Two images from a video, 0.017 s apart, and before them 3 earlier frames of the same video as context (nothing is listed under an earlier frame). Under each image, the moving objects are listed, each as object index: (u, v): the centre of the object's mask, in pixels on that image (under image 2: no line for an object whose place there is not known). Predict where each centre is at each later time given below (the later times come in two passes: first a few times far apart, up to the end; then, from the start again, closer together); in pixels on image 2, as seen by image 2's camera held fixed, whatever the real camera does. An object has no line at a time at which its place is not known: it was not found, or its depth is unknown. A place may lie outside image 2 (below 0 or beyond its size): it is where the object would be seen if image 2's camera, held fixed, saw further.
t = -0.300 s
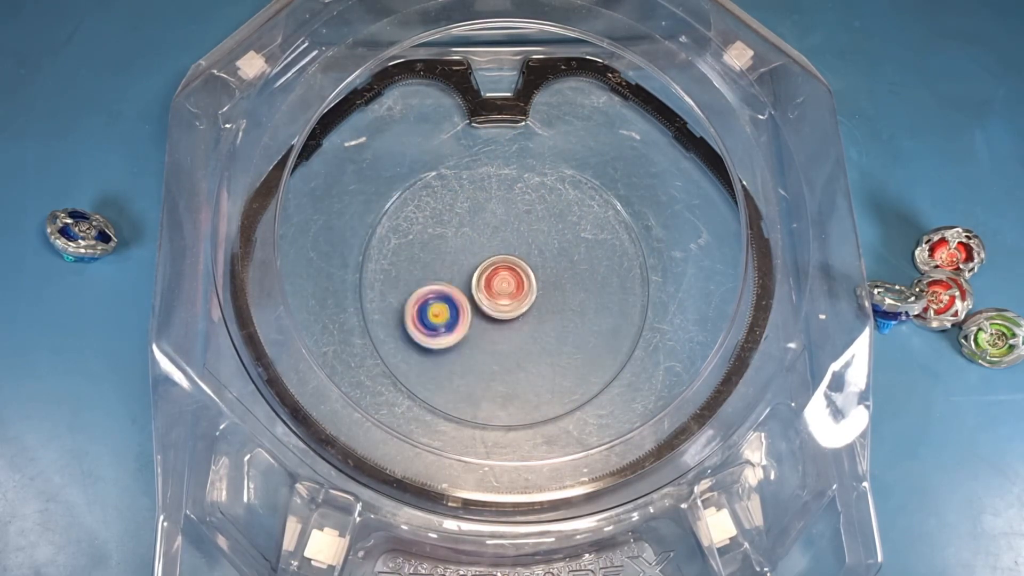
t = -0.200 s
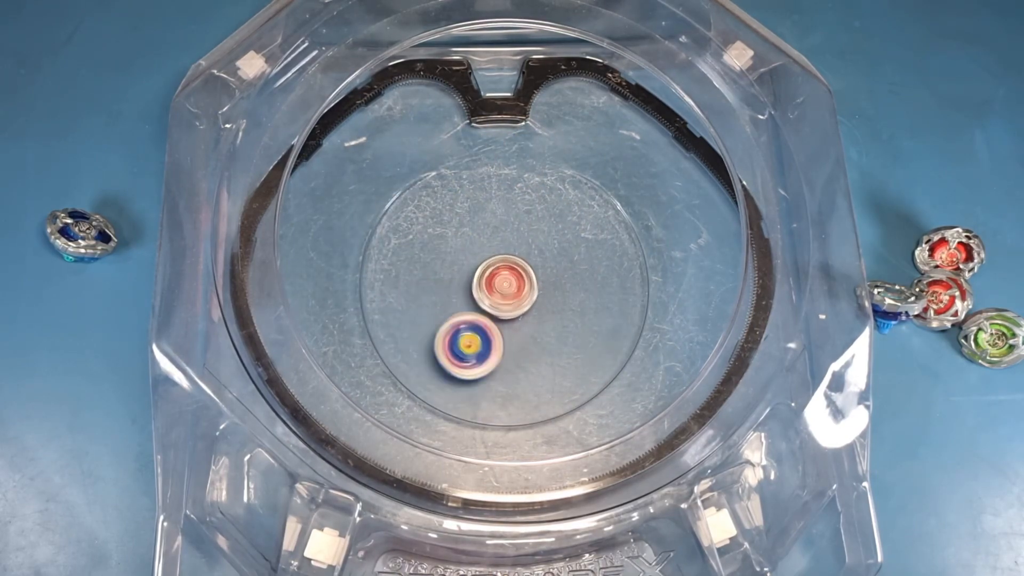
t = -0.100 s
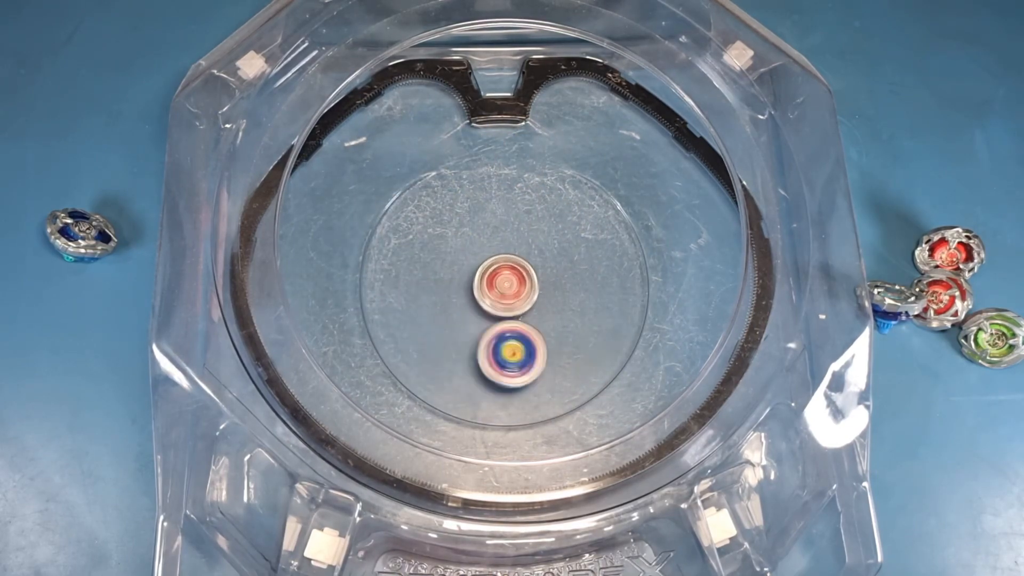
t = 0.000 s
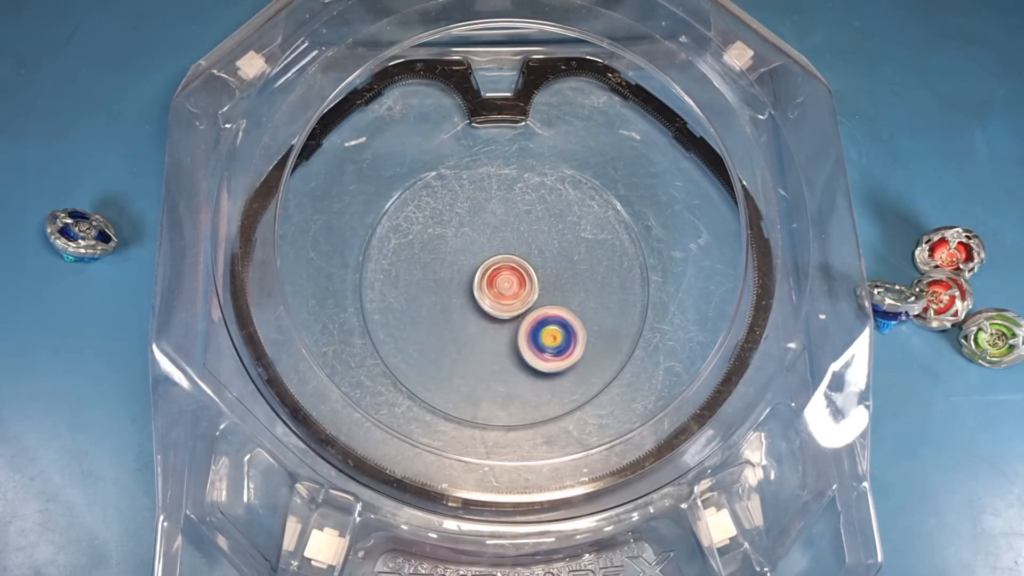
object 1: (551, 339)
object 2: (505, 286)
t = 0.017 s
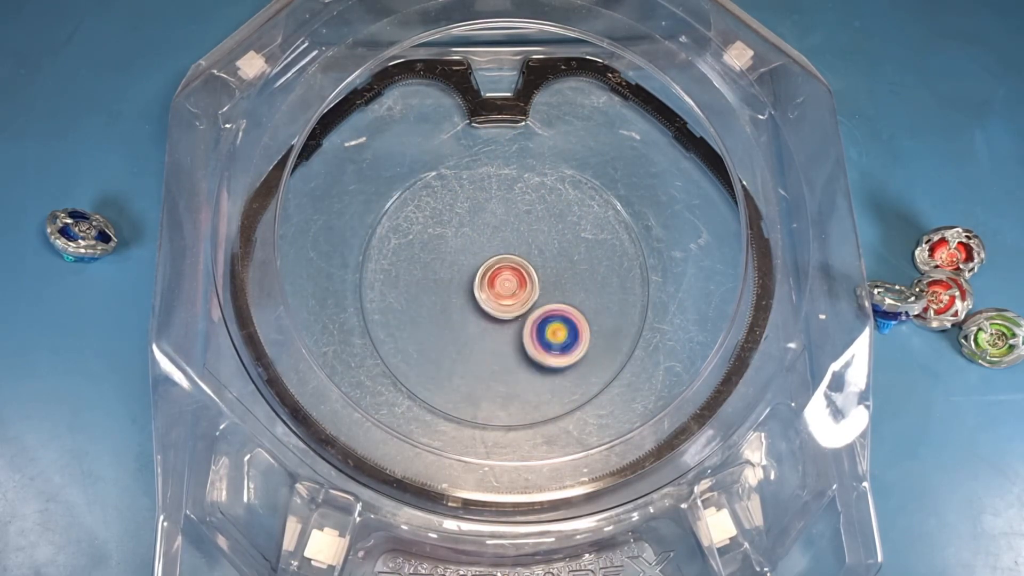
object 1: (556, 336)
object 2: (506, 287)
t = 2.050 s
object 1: (496, 352)
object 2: (506, 284)
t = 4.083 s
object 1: (519, 232)
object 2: (439, 292)
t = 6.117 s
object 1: (466, 286)
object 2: (547, 221)
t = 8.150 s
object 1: (483, 305)
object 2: (474, 237)
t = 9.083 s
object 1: (533, 263)
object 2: (451, 291)
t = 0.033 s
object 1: (561, 331)
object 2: (506, 286)
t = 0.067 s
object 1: (569, 320)
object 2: (505, 287)
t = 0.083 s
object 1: (573, 314)
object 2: (505, 286)
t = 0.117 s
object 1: (578, 302)
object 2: (505, 287)
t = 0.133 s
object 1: (580, 295)
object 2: (505, 286)
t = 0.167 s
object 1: (581, 283)
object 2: (505, 286)
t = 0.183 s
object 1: (580, 276)
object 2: (505, 286)
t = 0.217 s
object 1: (578, 265)
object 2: (505, 286)
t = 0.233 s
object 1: (575, 259)
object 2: (505, 285)
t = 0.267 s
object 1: (571, 248)
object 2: (505, 285)
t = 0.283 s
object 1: (567, 243)
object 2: (505, 285)
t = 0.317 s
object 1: (560, 234)
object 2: (506, 285)
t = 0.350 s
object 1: (550, 226)
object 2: (506, 285)
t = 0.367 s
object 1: (544, 222)
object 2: (507, 285)
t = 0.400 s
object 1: (534, 217)
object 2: (507, 286)
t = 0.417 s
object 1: (526, 214)
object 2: (507, 286)
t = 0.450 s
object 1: (514, 212)
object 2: (507, 286)
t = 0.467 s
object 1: (506, 211)
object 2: (507, 286)
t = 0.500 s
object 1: (493, 211)
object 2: (507, 287)
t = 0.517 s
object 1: (486, 213)
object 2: (507, 286)
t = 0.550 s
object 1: (473, 217)
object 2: (506, 287)
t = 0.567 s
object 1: (467, 221)
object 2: (506, 286)
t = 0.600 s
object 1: (456, 228)
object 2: (506, 286)
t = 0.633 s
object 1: (446, 238)
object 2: (505, 285)
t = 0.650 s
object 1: (442, 244)
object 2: (506, 285)
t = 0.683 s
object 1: (436, 257)
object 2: (505, 285)
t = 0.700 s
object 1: (434, 264)
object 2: (506, 285)
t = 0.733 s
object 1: (431, 278)
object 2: (506, 285)
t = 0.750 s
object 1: (432, 286)
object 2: (507, 284)
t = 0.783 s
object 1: (434, 299)
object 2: (508, 285)
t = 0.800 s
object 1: (437, 306)
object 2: (509, 284)
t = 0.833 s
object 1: (444, 319)
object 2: (509, 285)
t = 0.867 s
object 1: (452, 330)
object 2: (508, 285)
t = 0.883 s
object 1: (459, 335)
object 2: (510, 285)
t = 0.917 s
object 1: (470, 343)
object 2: (509, 285)
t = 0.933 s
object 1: (477, 346)
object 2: (509, 286)
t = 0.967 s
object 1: (490, 351)
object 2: (508, 286)
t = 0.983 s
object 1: (497, 351)
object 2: (509, 286)
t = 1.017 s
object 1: (511, 353)
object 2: (507, 286)
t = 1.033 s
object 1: (518, 351)
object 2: (507, 285)
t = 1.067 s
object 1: (531, 349)
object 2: (506, 285)
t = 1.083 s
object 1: (536, 346)
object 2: (505, 285)
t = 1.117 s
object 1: (549, 340)
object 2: (505, 285)
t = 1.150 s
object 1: (560, 332)
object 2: (504, 284)
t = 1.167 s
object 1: (564, 327)
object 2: (505, 283)
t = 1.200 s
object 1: (572, 316)
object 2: (506, 283)
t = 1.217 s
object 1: (574, 311)
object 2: (506, 282)
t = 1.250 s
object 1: (578, 297)
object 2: (507, 283)
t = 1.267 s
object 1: (580, 291)
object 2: (507, 283)
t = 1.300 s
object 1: (579, 278)
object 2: (508, 284)
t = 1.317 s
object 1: (579, 271)
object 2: (508, 284)
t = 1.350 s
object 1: (574, 259)
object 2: (509, 284)
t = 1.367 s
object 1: (571, 252)
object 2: (508, 285)
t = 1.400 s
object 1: (563, 241)
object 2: (508, 285)
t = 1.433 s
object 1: (553, 232)
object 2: (507, 286)
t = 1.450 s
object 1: (547, 227)
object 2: (506, 286)
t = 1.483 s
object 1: (535, 220)
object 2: (505, 286)
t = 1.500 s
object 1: (527, 218)
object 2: (504, 286)
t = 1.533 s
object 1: (514, 215)
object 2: (504, 285)
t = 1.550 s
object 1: (506, 215)
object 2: (503, 285)
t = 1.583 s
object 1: (491, 215)
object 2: (503, 284)
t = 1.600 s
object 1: (485, 217)
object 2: (504, 284)
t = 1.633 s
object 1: (471, 222)
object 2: (504, 284)
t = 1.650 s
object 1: (465, 225)
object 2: (505, 283)
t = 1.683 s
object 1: (453, 234)
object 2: (506, 284)
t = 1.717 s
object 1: (443, 245)
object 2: (506, 284)
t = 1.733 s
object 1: (440, 250)
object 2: (507, 284)
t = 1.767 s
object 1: (433, 264)
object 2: (506, 285)
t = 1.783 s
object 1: (431, 270)
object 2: (507, 285)
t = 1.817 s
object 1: (430, 284)
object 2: (507, 286)
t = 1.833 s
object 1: (430, 291)
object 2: (507, 285)
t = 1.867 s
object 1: (434, 305)
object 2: (507, 286)
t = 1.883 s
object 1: (437, 312)
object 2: (506, 285)
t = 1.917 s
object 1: (444, 324)
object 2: (507, 285)
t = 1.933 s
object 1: (449, 330)
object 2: (506, 285)
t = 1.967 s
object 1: (461, 340)
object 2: (506, 285)
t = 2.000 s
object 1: (474, 347)
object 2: (506, 285)
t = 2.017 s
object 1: (481, 348)
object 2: (506, 285)
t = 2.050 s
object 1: (496, 352)
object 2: (506, 284)
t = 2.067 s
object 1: (504, 351)
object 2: (506, 285)
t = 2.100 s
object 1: (518, 350)
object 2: (506, 284)
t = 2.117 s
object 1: (524, 349)
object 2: (507, 285)
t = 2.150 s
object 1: (538, 343)
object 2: (506, 285)
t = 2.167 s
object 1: (544, 341)
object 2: (507, 285)
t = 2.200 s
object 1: (555, 333)
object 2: (507, 286)
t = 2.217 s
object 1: (560, 327)
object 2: (507, 285)
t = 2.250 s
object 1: (567, 317)
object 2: (507, 286)
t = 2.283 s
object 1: (573, 305)
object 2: (507, 286)
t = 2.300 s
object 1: (575, 298)
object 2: (507, 286)
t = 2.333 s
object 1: (577, 286)
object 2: (506, 286)
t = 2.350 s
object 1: (576, 281)
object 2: (506, 285)
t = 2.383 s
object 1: (574, 267)
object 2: (506, 285)
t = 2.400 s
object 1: (573, 262)
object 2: (505, 286)
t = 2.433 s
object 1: (568, 250)
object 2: (505, 285)
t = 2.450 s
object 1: (565, 244)
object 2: (506, 285)
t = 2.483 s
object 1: (557, 234)
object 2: (505, 285)
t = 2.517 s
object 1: (547, 226)
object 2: (506, 284)
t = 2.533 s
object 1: (540, 221)
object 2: (507, 285)
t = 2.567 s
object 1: (528, 216)
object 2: (506, 285)
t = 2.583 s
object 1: (521, 215)
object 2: (507, 285)
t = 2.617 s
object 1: (507, 213)
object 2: (507, 286)
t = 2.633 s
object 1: (502, 213)
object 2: (507, 285)
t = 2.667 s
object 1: (488, 215)
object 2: (507, 286)
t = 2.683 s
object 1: (481, 216)
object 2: (506, 285)
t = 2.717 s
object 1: (469, 222)
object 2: (507, 285)
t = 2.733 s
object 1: (462, 226)
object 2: (506, 286)
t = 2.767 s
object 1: (452, 235)
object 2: (506, 285)
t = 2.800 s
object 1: (444, 246)
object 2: (506, 285)
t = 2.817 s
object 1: (441, 253)
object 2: (506, 286)
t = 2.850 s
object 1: (437, 266)
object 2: (506, 285)
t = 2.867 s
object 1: (436, 272)
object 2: (507, 286)
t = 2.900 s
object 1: (436, 285)
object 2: (506, 286)
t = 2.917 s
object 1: (436, 292)
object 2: (507, 285)
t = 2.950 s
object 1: (441, 305)
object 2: (507, 286)
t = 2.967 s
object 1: (443, 313)
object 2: (507, 285)
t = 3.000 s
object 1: (447, 325)
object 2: (508, 284)
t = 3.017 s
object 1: (451, 330)
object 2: (508, 284)
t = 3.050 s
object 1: (458, 341)
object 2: (509, 283)
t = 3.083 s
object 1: (468, 349)
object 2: (510, 284)
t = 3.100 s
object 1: (472, 352)
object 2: (509, 285)
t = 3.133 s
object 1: (485, 357)
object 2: (509, 284)
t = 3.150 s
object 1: (491, 359)
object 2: (510, 284)
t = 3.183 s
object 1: (502, 360)
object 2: (509, 284)
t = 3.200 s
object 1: (509, 358)
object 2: (509, 283)
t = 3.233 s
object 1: (521, 355)
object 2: (510, 283)
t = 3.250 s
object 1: (525, 353)
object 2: (509, 282)
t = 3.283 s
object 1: (536, 345)
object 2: (509, 282)
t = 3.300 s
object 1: (541, 342)
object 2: (509, 283)
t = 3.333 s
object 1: (551, 335)
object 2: (508, 282)
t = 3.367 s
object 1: (559, 327)
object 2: (507, 281)
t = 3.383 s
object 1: (562, 321)
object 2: (507, 281)
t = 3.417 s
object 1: (568, 311)
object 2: (506, 280)
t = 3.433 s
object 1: (569, 307)
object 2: (507, 279)
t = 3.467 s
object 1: (574, 297)
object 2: (504, 277)
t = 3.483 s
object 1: (577, 293)
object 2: (502, 275)
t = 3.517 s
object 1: (578, 283)
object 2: (501, 274)
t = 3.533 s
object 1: (576, 277)
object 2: (499, 274)
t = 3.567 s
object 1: (574, 267)
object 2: (498, 273)
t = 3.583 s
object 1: (572, 264)
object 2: (498, 273)
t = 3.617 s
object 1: (566, 255)
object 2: (496, 272)
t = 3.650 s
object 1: (558, 248)
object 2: (494, 271)
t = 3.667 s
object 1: (560, 242)
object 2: (489, 271)
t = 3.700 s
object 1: (563, 234)
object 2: (479, 273)
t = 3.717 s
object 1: (562, 231)
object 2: (475, 273)
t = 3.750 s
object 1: (560, 224)
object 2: (470, 275)
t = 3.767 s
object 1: (560, 221)
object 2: (469, 276)
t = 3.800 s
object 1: (556, 216)
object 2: (466, 277)
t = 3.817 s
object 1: (553, 215)
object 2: (466, 277)
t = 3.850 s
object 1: (548, 212)
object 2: (464, 279)
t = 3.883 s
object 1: (542, 211)
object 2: (463, 280)
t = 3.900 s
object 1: (540, 211)
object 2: (461, 280)
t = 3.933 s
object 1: (533, 213)
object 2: (461, 281)
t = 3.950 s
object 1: (529, 214)
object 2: (460, 282)
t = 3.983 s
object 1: (522, 218)
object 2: (459, 282)
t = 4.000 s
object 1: (518, 221)
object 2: (460, 282)
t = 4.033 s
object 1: (511, 229)
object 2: (459, 283)
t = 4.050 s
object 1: (508, 232)
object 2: (459, 282)
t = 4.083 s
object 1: (519, 232)
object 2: (439, 292)
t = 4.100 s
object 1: (530, 231)
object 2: (424, 300)
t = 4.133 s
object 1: (547, 228)
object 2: (399, 311)
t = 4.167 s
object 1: (561, 227)
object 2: (380, 319)
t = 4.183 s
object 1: (564, 226)
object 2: (374, 321)
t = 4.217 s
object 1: (572, 225)
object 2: (373, 324)
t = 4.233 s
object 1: (575, 225)
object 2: (375, 326)
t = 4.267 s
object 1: (579, 224)
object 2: (382, 329)
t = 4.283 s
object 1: (580, 225)
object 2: (386, 330)
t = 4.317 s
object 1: (582, 226)
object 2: (394, 333)
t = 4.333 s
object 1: (582, 227)
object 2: (397, 334)
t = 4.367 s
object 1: (581, 229)
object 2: (402, 335)
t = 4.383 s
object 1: (582, 231)
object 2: (404, 335)
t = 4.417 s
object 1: (581, 235)
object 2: (409, 338)
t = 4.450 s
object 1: (578, 240)
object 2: (413, 340)
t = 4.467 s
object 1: (576, 243)
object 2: (416, 341)
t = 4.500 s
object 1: (573, 251)
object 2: (421, 340)
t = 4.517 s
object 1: (571, 254)
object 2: (422, 338)
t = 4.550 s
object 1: (566, 262)
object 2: (425, 334)
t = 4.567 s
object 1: (564, 267)
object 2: (429, 333)
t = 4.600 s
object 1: (560, 277)
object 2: (435, 329)
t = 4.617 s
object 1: (557, 281)
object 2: (436, 327)
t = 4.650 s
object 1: (552, 291)
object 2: (442, 324)
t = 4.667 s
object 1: (550, 296)
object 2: (446, 322)
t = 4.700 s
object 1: (545, 306)
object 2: (453, 318)
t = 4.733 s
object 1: (539, 315)
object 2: (461, 315)
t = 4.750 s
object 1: (537, 321)
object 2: (464, 314)
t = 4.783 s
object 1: (536, 331)
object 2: (470, 309)
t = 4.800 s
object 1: (540, 340)
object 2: (470, 303)
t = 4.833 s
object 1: (546, 357)
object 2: (470, 294)
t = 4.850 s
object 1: (550, 363)
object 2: (471, 291)
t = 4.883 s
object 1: (555, 373)
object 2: (477, 286)
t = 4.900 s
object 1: (558, 377)
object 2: (480, 284)
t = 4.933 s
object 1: (563, 382)
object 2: (487, 284)
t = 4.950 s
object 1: (563, 384)
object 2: (492, 284)
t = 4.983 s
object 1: (567, 390)
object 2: (499, 284)
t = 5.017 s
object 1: (567, 392)
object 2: (506, 284)
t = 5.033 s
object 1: (566, 387)
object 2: (509, 286)
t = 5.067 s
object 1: (565, 380)
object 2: (515, 287)
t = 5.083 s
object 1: (566, 375)
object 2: (519, 287)
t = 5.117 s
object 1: (564, 366)
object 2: (524, 289)
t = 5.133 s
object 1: (562, 363)
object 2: (528, 291)
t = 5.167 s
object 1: (556, 358)
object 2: (534, 293)
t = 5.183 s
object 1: (552, 355)
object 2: (535, 294)
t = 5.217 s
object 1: (542, 372)
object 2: (540, 282)
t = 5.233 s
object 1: (536, 377)
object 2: (542, 274)
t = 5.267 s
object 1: (525, 389)
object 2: (545, 264)
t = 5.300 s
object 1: (515, 396)
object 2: (547, 259)
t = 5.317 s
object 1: (511, 398)
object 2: (549, 258)
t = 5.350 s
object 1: (502, 399)
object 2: (550, 258)
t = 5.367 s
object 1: (500, 397)
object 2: (549, 260)
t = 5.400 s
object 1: (493, 392)
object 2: (548, 263)
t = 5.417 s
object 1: (491, 391)
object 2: (547, 263)
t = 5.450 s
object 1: (491, 387)
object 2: (544, 266)
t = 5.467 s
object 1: (489, 385)
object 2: (544, 267)
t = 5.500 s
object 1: (489, 381)
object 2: (542, 269)
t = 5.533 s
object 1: (489, 377)
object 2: (538, 271)
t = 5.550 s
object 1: (486, 375)
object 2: (537, 273)
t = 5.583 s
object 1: (485, 370)
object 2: (533, 274)
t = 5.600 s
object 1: (484, 366)
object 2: (530, 275)
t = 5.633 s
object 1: (481, 359)
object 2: (526, 277)
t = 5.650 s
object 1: (480, 355)
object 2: (524, 277)
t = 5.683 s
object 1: (478, 348)
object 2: (519, 278)
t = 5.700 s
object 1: (479, 343)
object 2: (517, 279)
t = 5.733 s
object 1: (477, 334)
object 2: (513, 279)
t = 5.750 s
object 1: (469, 339)
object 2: (518, 274)
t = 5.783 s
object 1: (449, 343)
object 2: (531, 260)
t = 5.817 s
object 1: (435, 343)
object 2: (541, 250)
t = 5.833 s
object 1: (427, 341)
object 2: (542, 247)
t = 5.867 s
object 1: (420, 336)
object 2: (545, 243)
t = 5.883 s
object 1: (420, 332)
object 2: (545, 240)
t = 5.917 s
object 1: (422, 328)
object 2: (543, 237)
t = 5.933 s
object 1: (425, 325)
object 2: (544, 234)
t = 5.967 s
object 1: (430, 320)
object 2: (544, 231)
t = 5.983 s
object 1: (434, 316)
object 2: (545, 229)
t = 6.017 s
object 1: (441, 310)
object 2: (545, 226)
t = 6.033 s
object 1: (446, 305)
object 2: (546, 225)
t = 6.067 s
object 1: (453, 298)
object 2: (547, 223)
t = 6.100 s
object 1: (462, 291)
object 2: (547, 221)
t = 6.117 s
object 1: (466, 286)
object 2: (547, 221)
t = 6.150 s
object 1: (476, 280)
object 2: (548, 220)
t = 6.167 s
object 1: (480, 276)
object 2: (547, 220)
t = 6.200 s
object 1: (489, 271)
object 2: (549, 221)
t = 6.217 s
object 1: (494, 266)
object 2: (550, 221)
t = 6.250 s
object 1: (498, 265)
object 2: (553, 222)
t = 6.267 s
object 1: (497, 265)
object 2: (556, 221)
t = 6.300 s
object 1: (495, 267)
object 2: (558, 223)
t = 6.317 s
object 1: (495, 267)
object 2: (559, 224)
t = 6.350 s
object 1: (499, 269)
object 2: (558, 225)
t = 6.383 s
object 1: (505, 269)
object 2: (558, 227)
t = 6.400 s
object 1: (507, 270)
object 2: (559, 228)
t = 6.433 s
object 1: (508, 273)
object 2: (560, 229)
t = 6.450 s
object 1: (508, 275)
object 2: (560, 232)
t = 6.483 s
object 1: (509, 279)
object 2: (559, 235)
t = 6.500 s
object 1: (509, 282)
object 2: (556, 237)
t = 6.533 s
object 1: (509, 287)
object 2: (554, 240)
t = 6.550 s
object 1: (504, 293)
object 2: (555, 238)
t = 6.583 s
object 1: (494, 305)
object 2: (559, 239)
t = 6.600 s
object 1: (491, 309)
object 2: (559, 238)
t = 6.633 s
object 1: (482, 314)
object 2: (556, 242)
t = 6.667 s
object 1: (478, 320)
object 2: (553, 244)
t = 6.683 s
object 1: (476, 321)
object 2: (550, 244)
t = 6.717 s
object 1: (473, 325)
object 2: (547, 246)
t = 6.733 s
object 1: (471, 326)
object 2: (545, 246)
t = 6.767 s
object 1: (470, 327)
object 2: (541, 249)
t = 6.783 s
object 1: (467, 328)
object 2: (539, 248)
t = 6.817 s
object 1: (466, 327)
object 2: (533, 249)
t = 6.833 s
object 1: (465, 327)
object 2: (532, 249)
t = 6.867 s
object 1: (462, 325)
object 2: (526, 250)
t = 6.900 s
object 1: (460, 323)
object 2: (521, 251)
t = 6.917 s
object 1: (459, 321)
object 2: (518, 250)
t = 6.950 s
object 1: (459, 317)
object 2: (512, 250)
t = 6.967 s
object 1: (457, 314)
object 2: (511, 249)
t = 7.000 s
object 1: (458, 308)
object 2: (505, 248)
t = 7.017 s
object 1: (456, 304)
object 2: (503, 248)
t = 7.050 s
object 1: (458, 296)
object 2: (498, 246)
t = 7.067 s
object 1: (458, 294)
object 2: (497, 246)
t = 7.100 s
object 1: (448, 293)
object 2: (502, 237)
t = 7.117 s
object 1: (445, 293)
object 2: (503, 235)
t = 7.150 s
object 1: (441, 291)
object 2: (507, 231)
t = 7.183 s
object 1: (441, 290)
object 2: (507, 228)
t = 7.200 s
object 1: (439, 289)
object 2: (507, 227)
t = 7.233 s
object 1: (440, 285)
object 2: (506, 223)
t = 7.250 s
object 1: (441, 285)
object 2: (507, 222)
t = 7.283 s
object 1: (442, 281)
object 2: (508, 219)
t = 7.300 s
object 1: (444, 280)
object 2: (508, 219)
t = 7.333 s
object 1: (446, 279)
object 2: (510, 217)
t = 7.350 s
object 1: (448, 276)
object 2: (510, 217)
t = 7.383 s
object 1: (454, 275)
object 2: (513, 217)
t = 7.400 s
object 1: (456, 274)
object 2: (512, 217)
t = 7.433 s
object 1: (464, 269)
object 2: (515, 218)
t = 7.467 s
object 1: (469, 268)
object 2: (516, 219)
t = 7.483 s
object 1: (472, 266)
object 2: (517, 221)
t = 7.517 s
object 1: (467, 272)
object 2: (527, 216)
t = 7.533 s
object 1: (462, 278)
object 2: (532, 214)
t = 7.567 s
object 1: (454, 286)
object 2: (542, 210)
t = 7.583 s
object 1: (452, 289)
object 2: (545, 210)
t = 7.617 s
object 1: (448, 291)
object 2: (548, 212)
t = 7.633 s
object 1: (447, 290)
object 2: (547, 214)
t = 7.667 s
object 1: (449, 293)
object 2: (545, 218)
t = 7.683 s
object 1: (450, 295)
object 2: (542, 220)
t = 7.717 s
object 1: (448, 298)
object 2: (540, 222)
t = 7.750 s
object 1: (444, 303)
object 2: (537, 224)
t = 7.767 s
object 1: (442, 304)
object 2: (536, 226)
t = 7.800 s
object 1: (442, 306)
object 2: (532, 229)
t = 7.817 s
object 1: (441, 307)
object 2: (530, 233)
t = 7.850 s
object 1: (440, 308)
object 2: (524, 234)
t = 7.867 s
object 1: (441, 308)
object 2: (522, 236)
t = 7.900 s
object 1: (444, 309)
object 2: (516, 237)
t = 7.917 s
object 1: (445, 310)
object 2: (513, 239)
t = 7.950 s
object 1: (448, 311)
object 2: (508, 240)
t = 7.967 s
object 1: (448, 311)
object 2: (504, 241)
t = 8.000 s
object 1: (452, 309)
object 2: (498, 242)
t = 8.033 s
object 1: (461, 309)
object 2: (491, 242)
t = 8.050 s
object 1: (463, 309)
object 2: (490, 241)
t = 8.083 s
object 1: (470, 306)
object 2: (483, 241)
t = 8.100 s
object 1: (475, 306)
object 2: (481, 240)
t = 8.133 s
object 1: (481, 307)
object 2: (475, 238)
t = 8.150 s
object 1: (483, 305)
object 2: (474, 237)
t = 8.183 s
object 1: (492, 306)
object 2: (469, 235)
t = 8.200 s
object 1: (493, 306)
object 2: (468, 234)
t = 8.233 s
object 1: (498, 304)
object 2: (465, 232)
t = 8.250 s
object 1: (502, 305)
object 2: (464, 232)
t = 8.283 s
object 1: (506, 307)
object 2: (462, 229)
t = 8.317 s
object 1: (512, 306)
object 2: (461, 228)
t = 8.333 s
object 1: (515, 308)
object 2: (460, 226)
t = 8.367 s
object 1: (519, 310)
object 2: (460, 226)
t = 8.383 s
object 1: (523, 309)
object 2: (459, 224)
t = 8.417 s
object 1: (529, 313)
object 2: (460, 225)
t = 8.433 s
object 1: (531, 314)
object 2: (460, 224)
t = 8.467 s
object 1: (538, 315)
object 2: (461, 225)
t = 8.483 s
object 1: (542, 318)
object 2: (461, 224)
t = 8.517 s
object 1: (545, 320)
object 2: (463, 226)
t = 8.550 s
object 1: (551, 321)
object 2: (465, 228)
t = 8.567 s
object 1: (552, 322)
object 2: (465, 229)
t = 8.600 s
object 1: (554, 321)
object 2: (467, 231)
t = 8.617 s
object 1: (556, 319)
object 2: (468, 234)
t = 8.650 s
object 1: (558, 320)
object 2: (469, 237)
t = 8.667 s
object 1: (558, 319)
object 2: (469, 240)
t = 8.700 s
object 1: (558, 316)
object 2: (471, 243)
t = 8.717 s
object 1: (557, 315)
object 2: (470, 246)
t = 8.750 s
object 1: (557, 311)
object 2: (471, 250)
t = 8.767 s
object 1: (557, 309)
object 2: (471, 254)
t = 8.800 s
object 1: (557, 308)
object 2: (471, 258)
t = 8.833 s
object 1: (551, 303)
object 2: (469, 263)
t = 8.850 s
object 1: (550, 299)
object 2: (469, 266)
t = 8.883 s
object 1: (547, 294)
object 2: (467, 271)
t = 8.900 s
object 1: (545, 291)
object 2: (467, 273)
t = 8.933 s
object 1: (543, 284)
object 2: (464, 278)
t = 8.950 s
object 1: (543, 284)
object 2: (463, 280)
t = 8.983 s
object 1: (539, 279)
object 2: (460, 283)
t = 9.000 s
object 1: (537, 276)
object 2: (459, 285)
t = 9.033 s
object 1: (537, 273)
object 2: (455, 288)
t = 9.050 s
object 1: (535, 270)
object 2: (455, 289)
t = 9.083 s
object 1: (533, 263)
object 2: (451, 291)
